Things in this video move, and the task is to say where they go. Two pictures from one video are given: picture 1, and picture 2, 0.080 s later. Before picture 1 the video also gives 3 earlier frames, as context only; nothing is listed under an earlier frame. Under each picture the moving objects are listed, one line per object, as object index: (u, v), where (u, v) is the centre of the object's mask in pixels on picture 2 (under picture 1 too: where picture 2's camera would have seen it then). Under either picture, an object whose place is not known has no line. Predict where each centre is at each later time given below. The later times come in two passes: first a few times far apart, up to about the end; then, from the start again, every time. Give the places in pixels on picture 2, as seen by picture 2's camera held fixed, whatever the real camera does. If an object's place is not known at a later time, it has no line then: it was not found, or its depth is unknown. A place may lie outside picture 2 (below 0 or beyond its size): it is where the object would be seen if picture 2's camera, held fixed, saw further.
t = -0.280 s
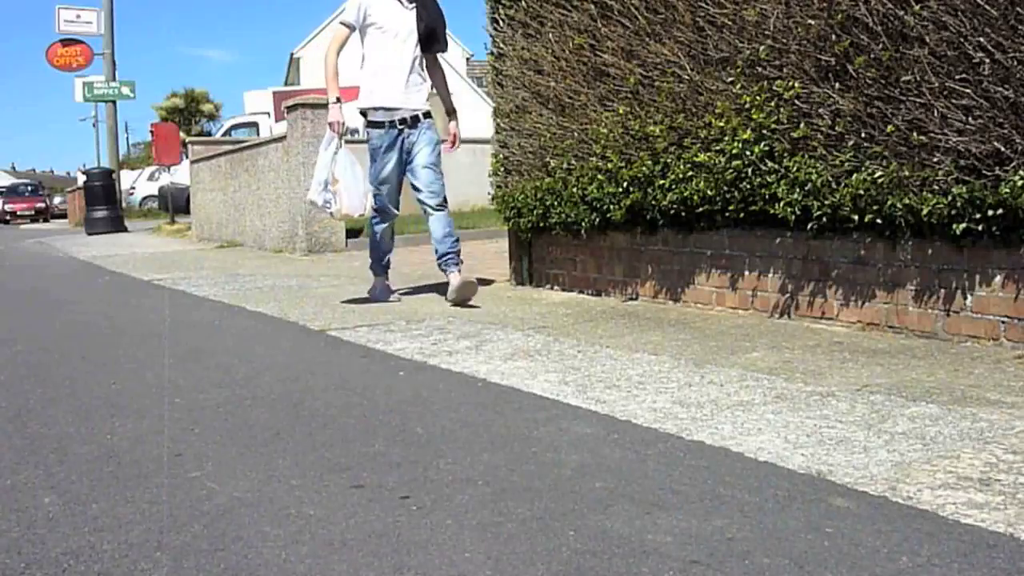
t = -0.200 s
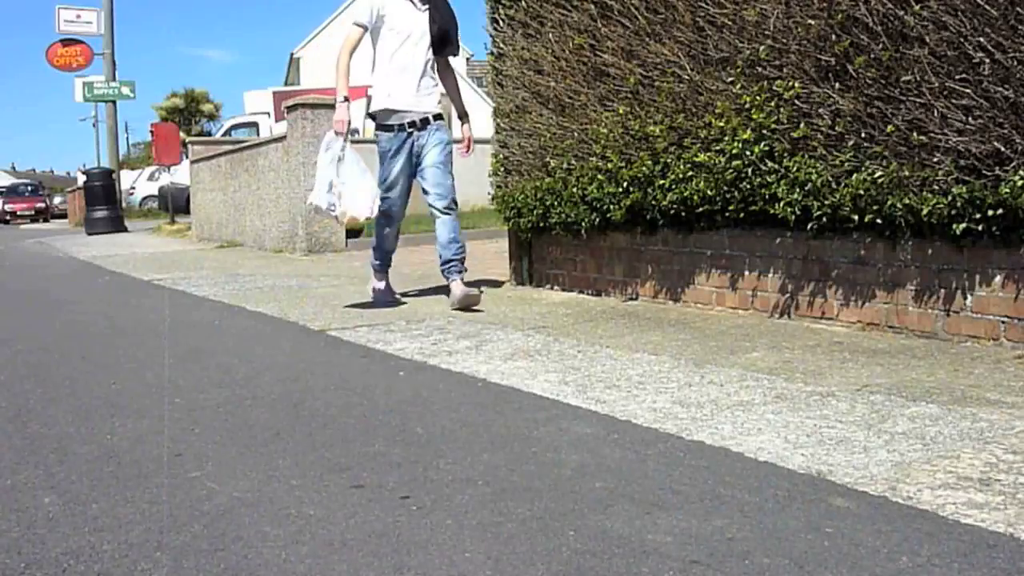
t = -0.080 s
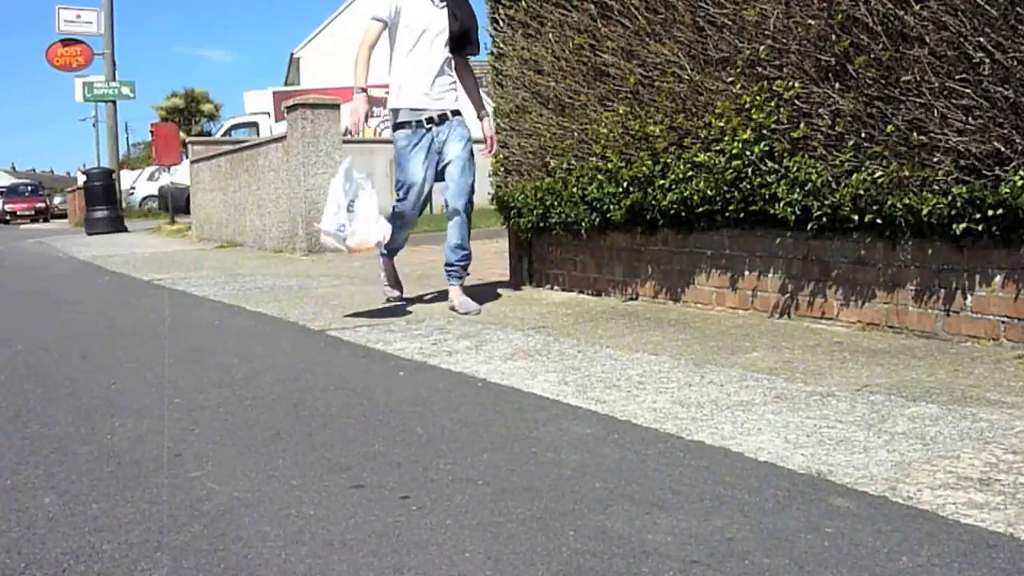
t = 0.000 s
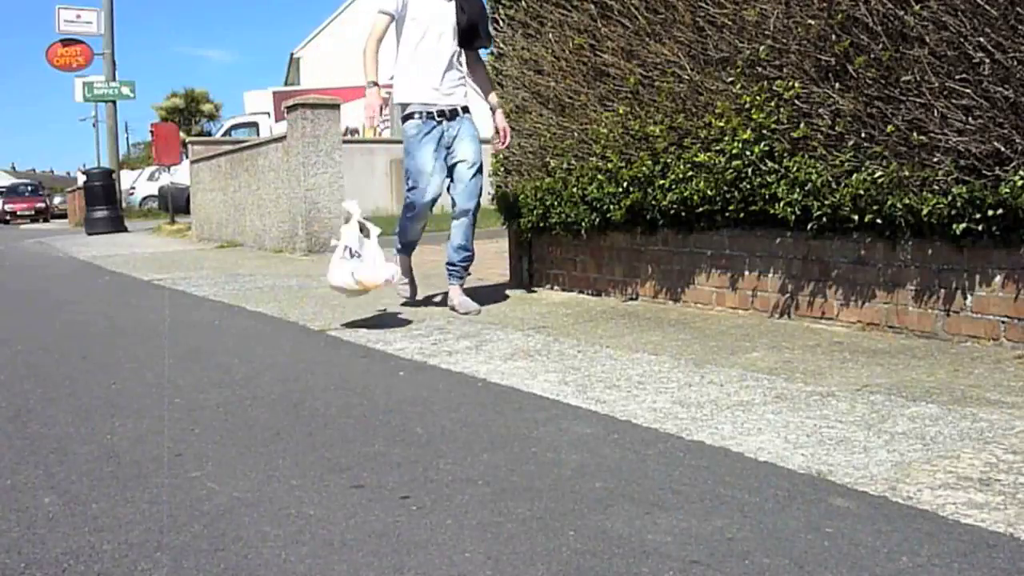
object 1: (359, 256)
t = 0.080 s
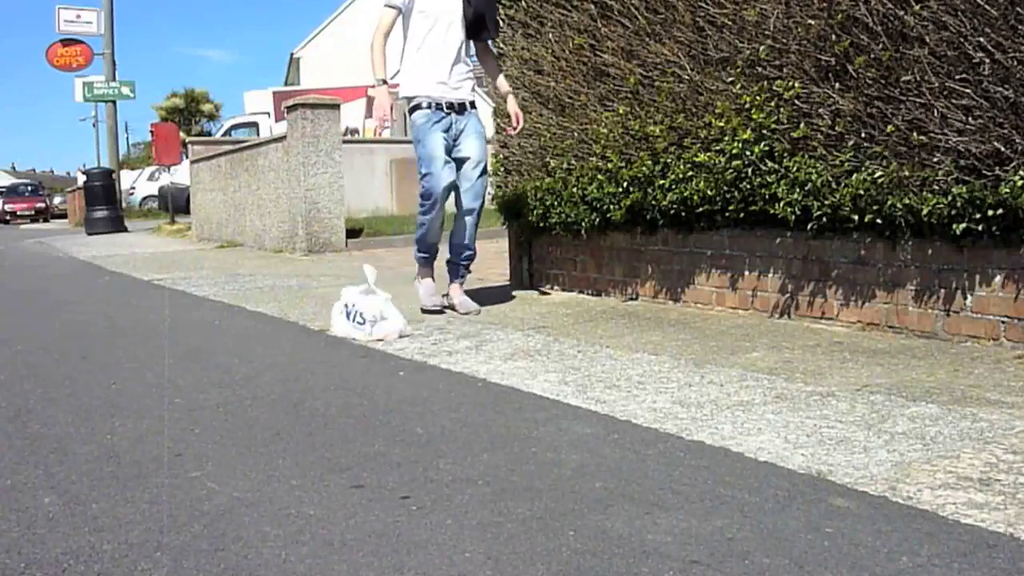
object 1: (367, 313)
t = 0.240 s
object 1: (374, 309)
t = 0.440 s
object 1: (377, 312)
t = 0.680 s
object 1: (384, 330)
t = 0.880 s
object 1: (385, 331)
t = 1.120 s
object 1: (384, 331)
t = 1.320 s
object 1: (384, 330)
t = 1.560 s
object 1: (384, 330)
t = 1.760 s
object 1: (385, 330)
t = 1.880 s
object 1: (385, 330)
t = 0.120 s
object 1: (368, 316)
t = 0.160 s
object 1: (371, 312)
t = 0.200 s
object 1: (373, 310)
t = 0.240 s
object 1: (374, 309)
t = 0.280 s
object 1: (376, 310)
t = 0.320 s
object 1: (373, 309)
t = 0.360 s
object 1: (374, 310)
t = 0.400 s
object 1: (376, 311)
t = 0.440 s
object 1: (377, 312)
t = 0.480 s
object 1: (378, 316)
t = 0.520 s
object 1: (380, 323)
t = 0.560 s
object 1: (382, 329)
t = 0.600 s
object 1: (384, 330)
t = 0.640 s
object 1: (384, 329)
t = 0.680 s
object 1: (384, 330)
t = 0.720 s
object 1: (384, 330)
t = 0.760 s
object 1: (385, 330)
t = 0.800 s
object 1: (385, 330)
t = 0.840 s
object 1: (385, 330)
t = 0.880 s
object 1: (385, 331)
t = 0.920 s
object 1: (385, 331)
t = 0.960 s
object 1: (384, 331)
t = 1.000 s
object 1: (385, 331)
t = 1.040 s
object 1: (385, 331)
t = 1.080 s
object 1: (384, 331)
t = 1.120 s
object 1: (384, 331)
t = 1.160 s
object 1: (384, 331)
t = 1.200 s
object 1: (384, 331)
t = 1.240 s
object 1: (384, 331)
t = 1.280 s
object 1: (384, 331)
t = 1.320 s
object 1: (384, 330)
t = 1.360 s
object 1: (384, 330)
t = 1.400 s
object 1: (384, 330)
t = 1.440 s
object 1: (384, 330)
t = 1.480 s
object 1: (384, 330)
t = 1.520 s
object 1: (384, 330)
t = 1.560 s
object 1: (384, 330)
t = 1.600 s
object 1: (384, 330)
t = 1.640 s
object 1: (384, 330)
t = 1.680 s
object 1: (384, 330)
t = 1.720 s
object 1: (384, 330)
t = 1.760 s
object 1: (385, 330)
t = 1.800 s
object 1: (385, 330)
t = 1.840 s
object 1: (384, 330)
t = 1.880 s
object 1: (385, 330)
